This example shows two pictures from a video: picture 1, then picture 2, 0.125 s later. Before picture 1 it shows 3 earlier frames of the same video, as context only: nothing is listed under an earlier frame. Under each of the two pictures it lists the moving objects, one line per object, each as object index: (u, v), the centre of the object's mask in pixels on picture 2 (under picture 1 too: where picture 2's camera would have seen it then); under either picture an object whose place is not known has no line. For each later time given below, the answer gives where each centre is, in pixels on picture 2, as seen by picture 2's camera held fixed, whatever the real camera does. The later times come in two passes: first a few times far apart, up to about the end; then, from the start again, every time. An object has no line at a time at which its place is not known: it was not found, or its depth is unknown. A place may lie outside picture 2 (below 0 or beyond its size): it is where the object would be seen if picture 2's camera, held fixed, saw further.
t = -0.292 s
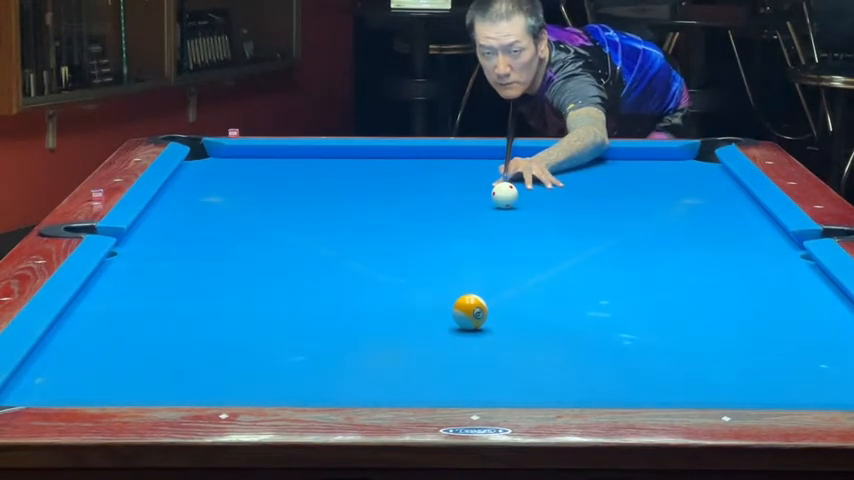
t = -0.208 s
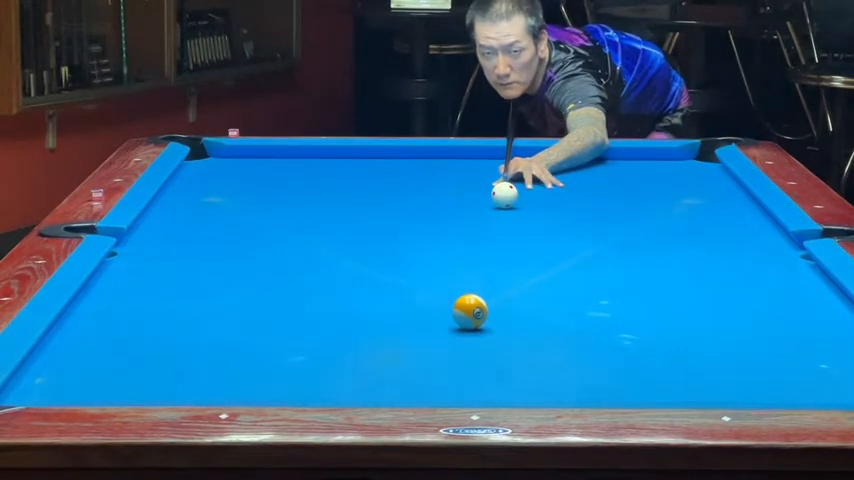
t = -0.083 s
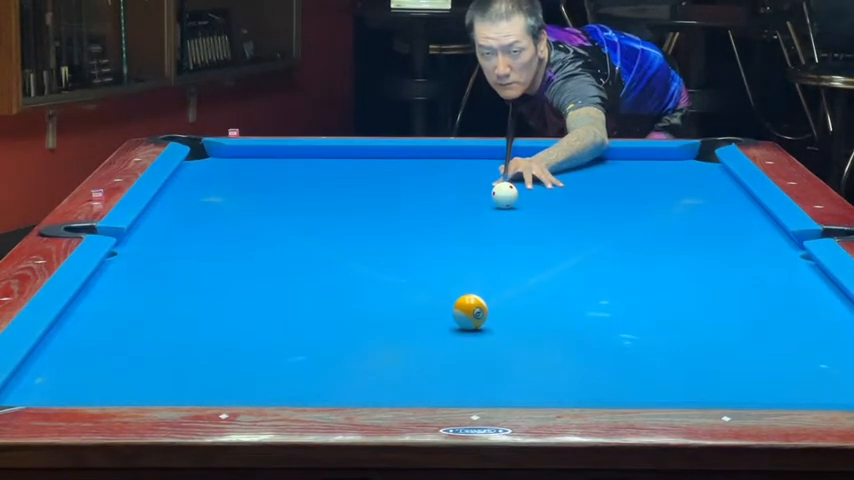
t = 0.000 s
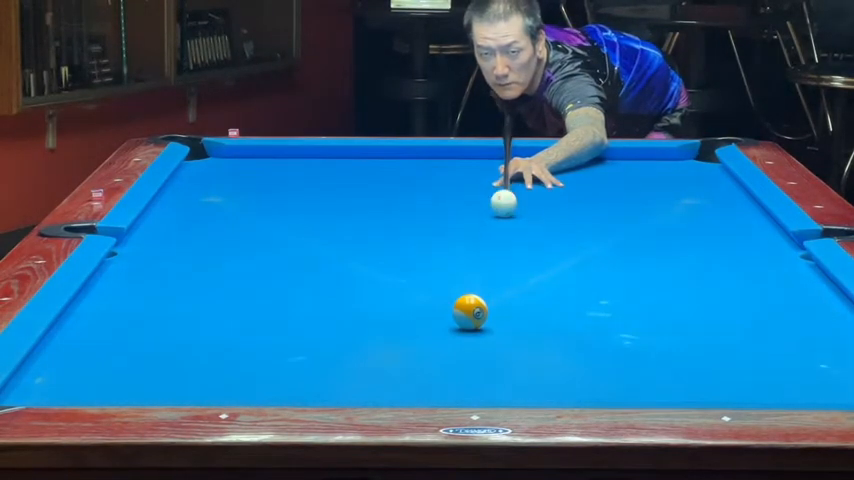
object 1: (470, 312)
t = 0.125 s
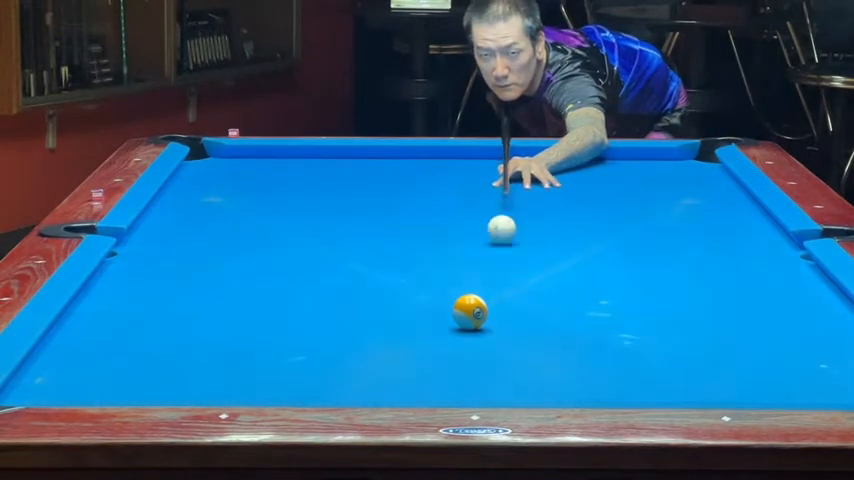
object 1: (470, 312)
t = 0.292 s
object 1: (470, 312)
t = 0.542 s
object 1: (405, 326)
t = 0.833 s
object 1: (252, 357)
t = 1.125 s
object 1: (85, 386)
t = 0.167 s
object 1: (470, 312)
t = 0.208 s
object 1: (470, 312)
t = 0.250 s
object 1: (470, 312)
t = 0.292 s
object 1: (470, 312)
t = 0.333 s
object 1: (470, 312)
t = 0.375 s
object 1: (470, 312)
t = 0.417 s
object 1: (470, 312)
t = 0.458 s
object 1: (456, 314)
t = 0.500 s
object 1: (429, 320)
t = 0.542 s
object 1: (405, 326)
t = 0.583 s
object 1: (383, 331)
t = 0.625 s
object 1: (361, 334)
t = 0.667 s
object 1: (340, 339)
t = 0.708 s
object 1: (319, 343)
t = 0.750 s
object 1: (297, 348)
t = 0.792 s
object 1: (274, 352)
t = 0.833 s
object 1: (252, 357)
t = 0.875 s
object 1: (229, 362)
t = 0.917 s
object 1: (206, 367)
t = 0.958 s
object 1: (183, 372)
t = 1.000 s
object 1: (159, 376)
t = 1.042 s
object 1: (135, 380)
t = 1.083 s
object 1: (110, 384)
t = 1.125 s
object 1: (85, 386)
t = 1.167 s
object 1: (60, 389)
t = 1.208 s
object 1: (34, 392)
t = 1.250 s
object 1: (12, 396)
